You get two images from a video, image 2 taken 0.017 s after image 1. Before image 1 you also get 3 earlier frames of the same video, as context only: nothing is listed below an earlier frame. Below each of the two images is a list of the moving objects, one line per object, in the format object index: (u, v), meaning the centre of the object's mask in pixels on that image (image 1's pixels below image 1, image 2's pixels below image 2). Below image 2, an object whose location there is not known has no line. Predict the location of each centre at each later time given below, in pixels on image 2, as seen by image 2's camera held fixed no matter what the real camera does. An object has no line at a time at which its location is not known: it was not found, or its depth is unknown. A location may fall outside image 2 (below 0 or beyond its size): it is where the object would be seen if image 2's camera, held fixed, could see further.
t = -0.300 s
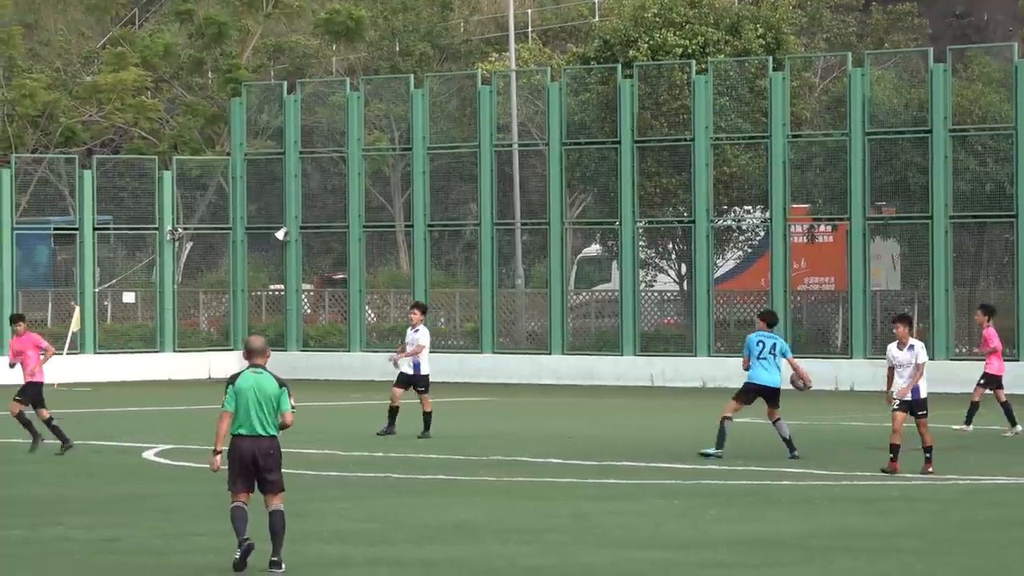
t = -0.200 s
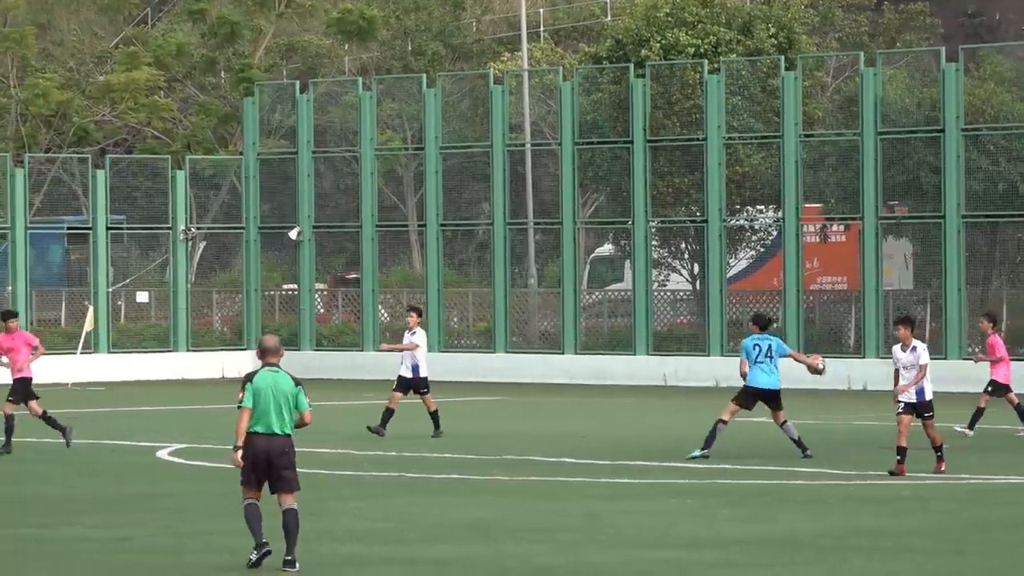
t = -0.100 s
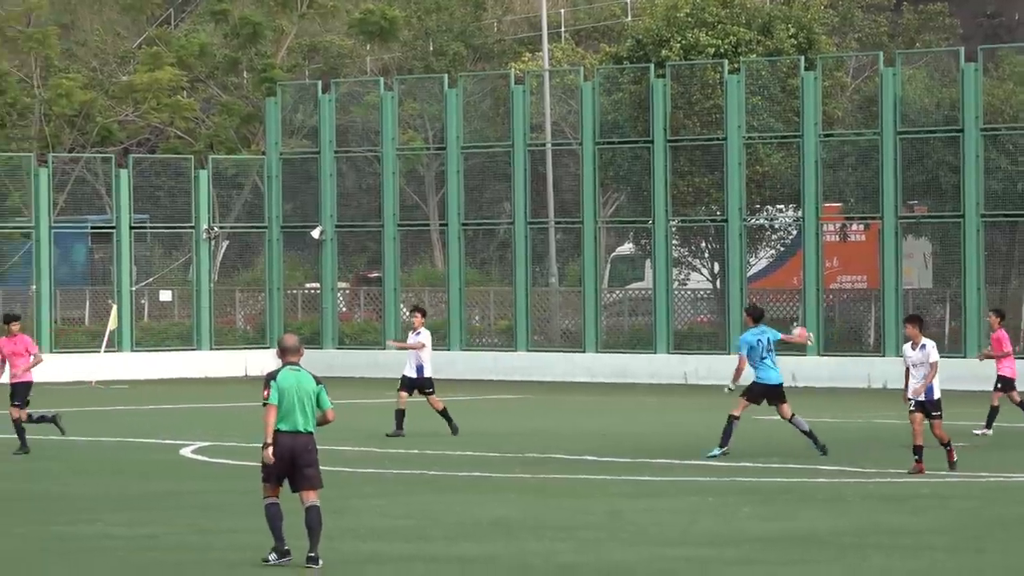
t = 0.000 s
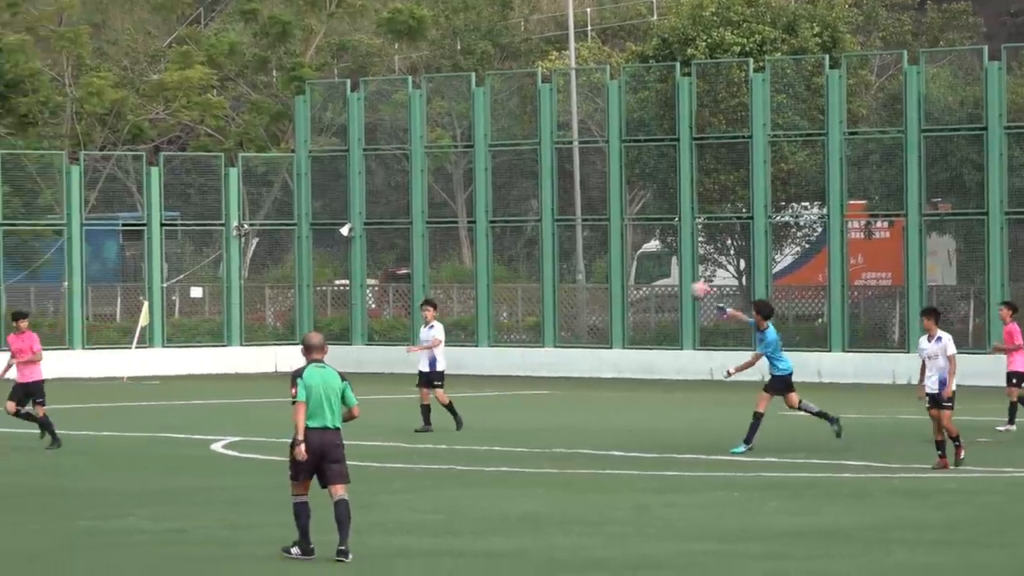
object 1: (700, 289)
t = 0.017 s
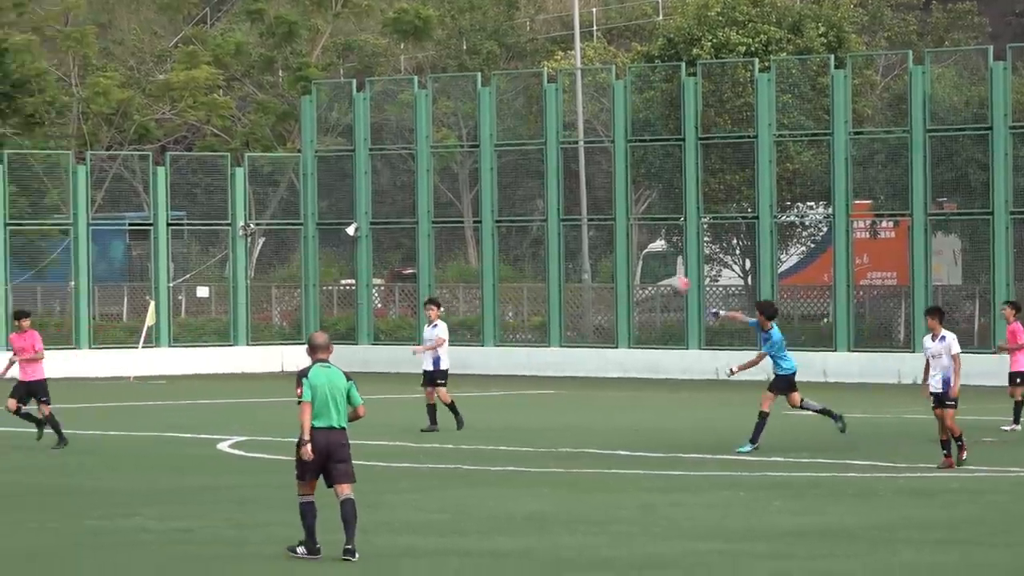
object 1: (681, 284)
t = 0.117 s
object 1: (522, 250)
